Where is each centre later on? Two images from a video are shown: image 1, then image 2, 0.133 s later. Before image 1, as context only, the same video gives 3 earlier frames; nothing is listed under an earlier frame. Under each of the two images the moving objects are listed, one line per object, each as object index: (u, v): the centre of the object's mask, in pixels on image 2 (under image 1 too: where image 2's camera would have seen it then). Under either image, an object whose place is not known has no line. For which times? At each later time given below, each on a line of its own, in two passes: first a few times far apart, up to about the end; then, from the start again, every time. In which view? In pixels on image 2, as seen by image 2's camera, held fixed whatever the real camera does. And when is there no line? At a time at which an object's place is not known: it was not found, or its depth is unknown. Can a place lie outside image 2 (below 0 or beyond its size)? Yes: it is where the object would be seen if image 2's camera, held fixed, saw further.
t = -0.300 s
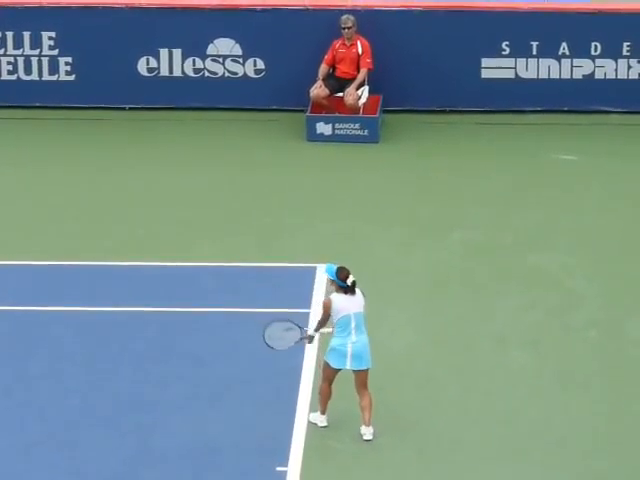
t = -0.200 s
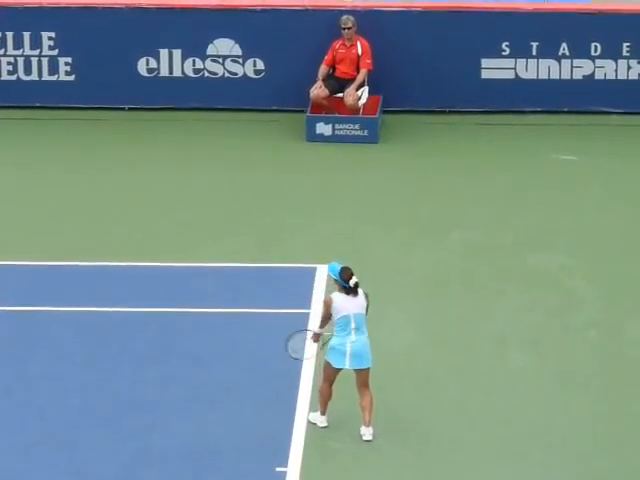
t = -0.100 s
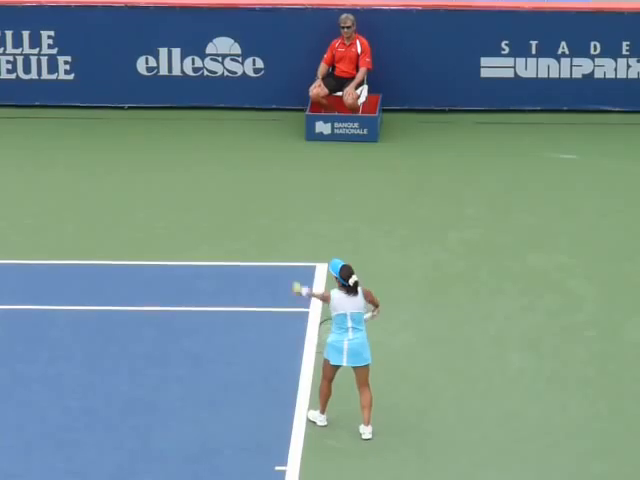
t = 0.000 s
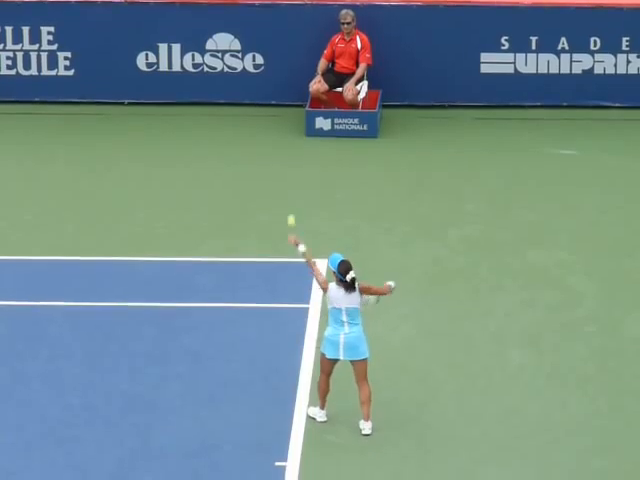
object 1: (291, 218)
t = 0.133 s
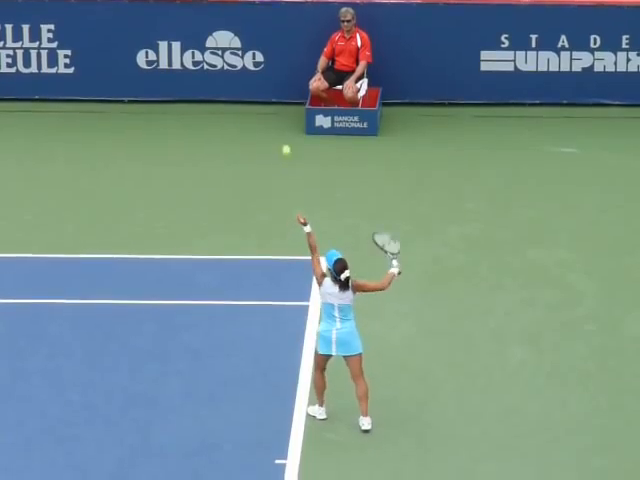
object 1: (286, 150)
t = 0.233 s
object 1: (283, 111)
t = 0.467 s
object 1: (275, 62)
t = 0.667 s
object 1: (269, 66)
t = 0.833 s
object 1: (263, 102)
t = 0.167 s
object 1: (284, 136)
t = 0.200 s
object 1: (283, 123)
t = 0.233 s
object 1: (283, 111)
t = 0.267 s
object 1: (281, 100)
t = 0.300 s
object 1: (280, 91)
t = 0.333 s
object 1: (279, 83)
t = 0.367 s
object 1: (278, 76)
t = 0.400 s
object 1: (277, 70)
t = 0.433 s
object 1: (276, 65)
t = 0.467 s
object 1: (275, 62)
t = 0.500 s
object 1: (274, 59)
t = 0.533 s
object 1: (273, 59)
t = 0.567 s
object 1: (272, 59)
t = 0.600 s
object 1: (271, 60)
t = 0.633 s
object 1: (269, 63)
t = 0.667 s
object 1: (269, 66)
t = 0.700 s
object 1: (268, 71)
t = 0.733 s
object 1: (266, 77)
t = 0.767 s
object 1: (265, 85)
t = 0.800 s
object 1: (264, 93)
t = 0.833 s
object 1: (263, 102)
